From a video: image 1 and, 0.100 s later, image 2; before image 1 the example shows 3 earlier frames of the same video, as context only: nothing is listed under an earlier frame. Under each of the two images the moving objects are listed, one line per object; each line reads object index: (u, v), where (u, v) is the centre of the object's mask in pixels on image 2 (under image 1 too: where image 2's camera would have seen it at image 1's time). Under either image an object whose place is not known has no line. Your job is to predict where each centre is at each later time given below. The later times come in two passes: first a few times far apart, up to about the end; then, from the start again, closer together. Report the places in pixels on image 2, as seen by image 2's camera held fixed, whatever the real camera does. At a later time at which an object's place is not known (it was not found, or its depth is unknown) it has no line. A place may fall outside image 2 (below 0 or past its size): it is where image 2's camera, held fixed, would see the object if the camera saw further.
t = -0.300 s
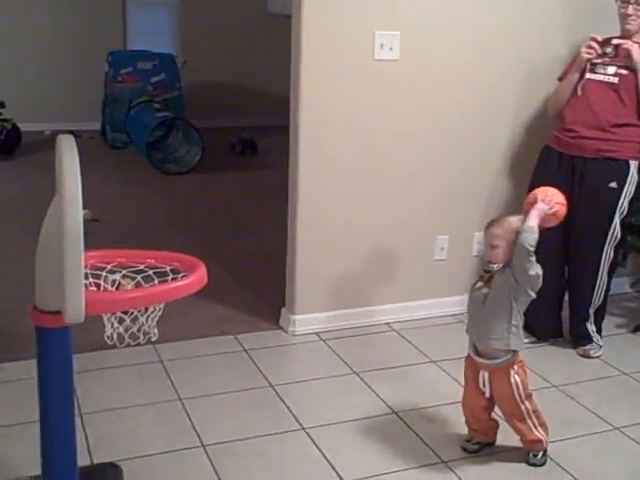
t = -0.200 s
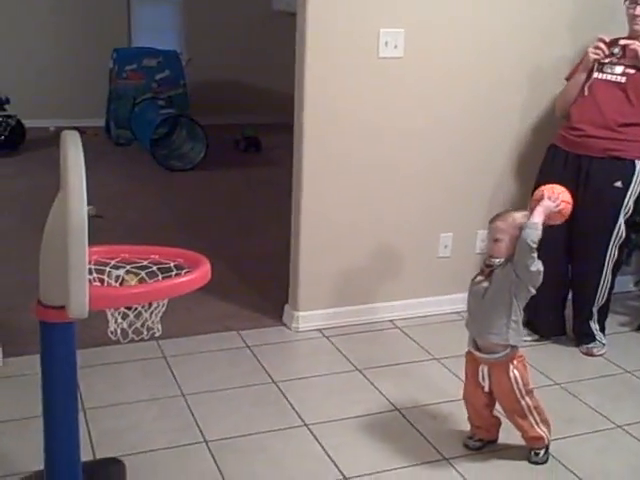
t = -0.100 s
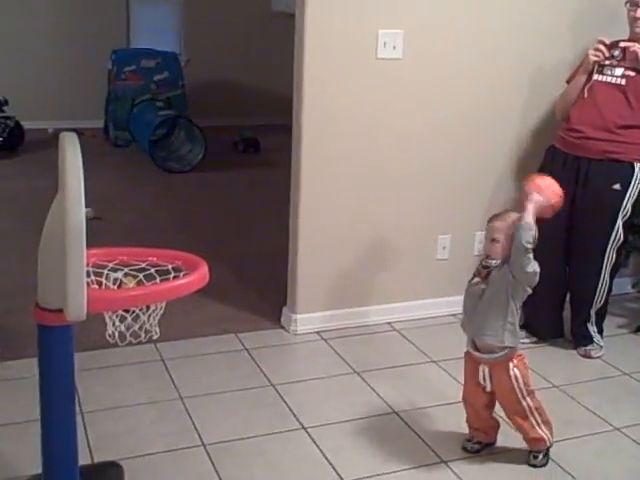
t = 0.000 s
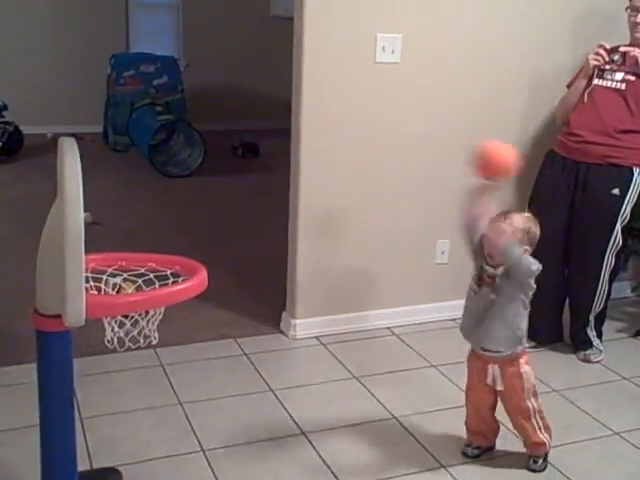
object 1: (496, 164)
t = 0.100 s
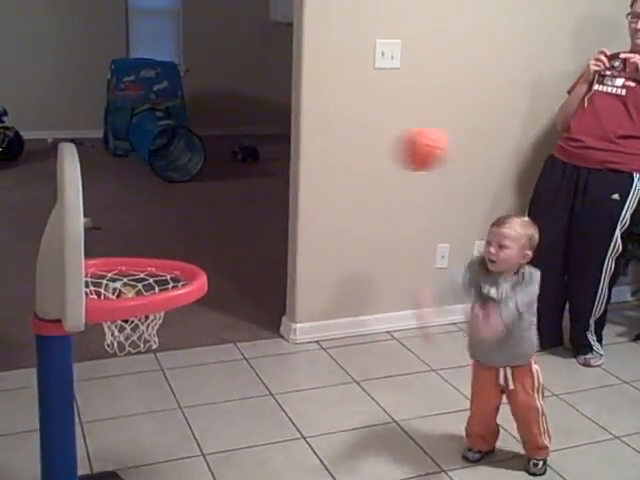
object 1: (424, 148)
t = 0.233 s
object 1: (307, 181)
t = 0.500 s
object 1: (147, 248)
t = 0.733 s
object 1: (133, 275)
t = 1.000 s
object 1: (170, 437)
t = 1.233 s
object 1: (162, 388)
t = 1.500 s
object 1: (145, 402)
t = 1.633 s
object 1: (139, 442)
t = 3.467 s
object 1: (116, 393)
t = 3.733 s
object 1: (113, 384)
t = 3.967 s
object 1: (106, 378)
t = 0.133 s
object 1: (395, 150)
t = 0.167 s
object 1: (367, 155)
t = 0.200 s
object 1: (339, 165)
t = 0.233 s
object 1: (307, 181)
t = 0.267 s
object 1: (274, 202)
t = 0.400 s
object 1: (186, 253)
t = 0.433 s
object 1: (173, 249)
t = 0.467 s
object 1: (161, 247)
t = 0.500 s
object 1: (147, 248)
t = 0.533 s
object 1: (135, 254)
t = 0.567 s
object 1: (122, 264)
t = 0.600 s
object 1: (109, 276)
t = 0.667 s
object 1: (119, 267)
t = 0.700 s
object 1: (126, 270)
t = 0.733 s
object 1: (133, 275)
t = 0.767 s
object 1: (140, 279)
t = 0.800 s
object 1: (146, 287)
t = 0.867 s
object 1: (164, 340)
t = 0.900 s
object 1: (162, 354)
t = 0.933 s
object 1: (164, 379)
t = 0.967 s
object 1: (167, 407)
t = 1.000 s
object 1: (170, 437)
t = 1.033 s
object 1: (173, 458)
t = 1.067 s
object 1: (175, 466)
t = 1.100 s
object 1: (171, 454)
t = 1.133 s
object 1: (169, 436)
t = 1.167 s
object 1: (166, 418)
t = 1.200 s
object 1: (164, 400)
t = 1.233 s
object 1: (162, 388)
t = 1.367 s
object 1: (152, 369)
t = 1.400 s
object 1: (151, 372)
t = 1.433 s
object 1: (150, 377)
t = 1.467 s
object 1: (148, 387)
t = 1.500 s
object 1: (145, 402)
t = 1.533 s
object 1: (144, 419)
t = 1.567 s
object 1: (144, 437)
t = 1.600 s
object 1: (140, 445)
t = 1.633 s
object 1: (139, 442)
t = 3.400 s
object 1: (117, 395)
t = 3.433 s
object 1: (117, 393)
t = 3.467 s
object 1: (116, 393)
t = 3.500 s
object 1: (116, 391)
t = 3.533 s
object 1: (114, 391)
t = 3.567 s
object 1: (114, 389)
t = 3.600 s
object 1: (113, 388)
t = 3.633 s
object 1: (112, 387)
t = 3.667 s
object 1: (112, 386)
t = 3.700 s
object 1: (112, 384)
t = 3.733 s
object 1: (113, 384)
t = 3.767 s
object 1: (111, 383)
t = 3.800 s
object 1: (110, 382)
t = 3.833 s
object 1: (109, 380)
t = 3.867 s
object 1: (109, 380)
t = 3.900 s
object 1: (107, 380)
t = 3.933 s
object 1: (106, 379)
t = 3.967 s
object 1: (106, 378)
